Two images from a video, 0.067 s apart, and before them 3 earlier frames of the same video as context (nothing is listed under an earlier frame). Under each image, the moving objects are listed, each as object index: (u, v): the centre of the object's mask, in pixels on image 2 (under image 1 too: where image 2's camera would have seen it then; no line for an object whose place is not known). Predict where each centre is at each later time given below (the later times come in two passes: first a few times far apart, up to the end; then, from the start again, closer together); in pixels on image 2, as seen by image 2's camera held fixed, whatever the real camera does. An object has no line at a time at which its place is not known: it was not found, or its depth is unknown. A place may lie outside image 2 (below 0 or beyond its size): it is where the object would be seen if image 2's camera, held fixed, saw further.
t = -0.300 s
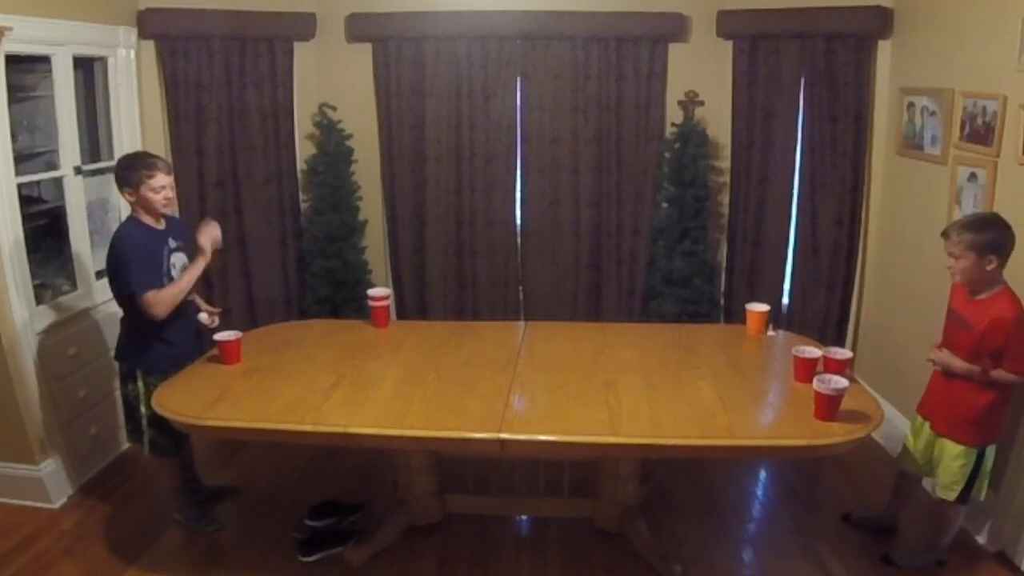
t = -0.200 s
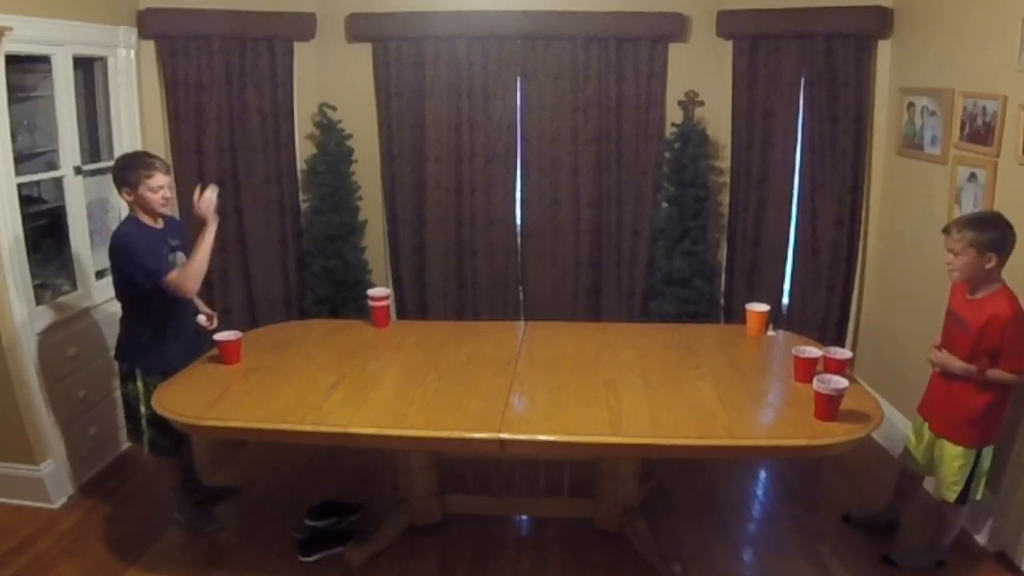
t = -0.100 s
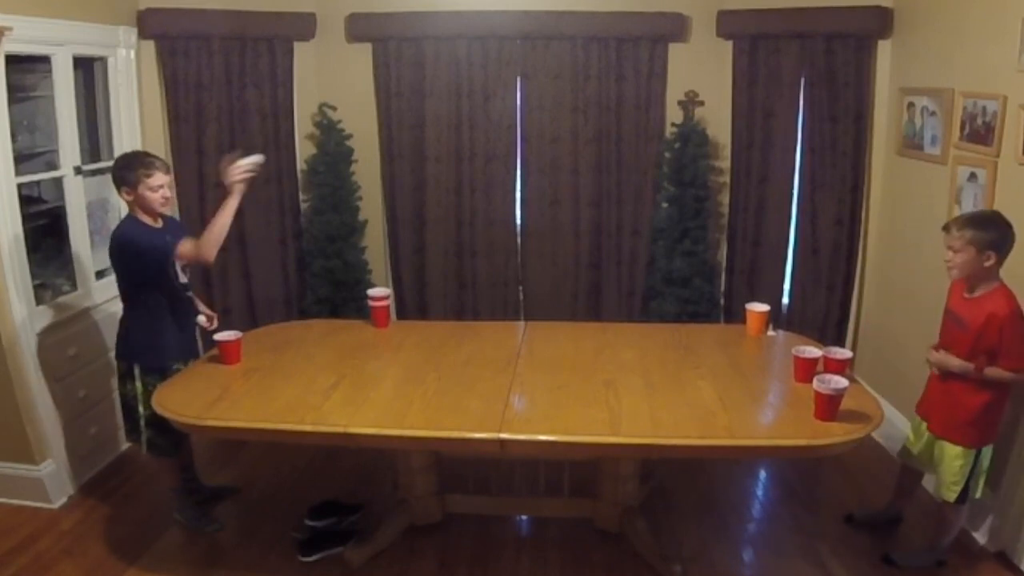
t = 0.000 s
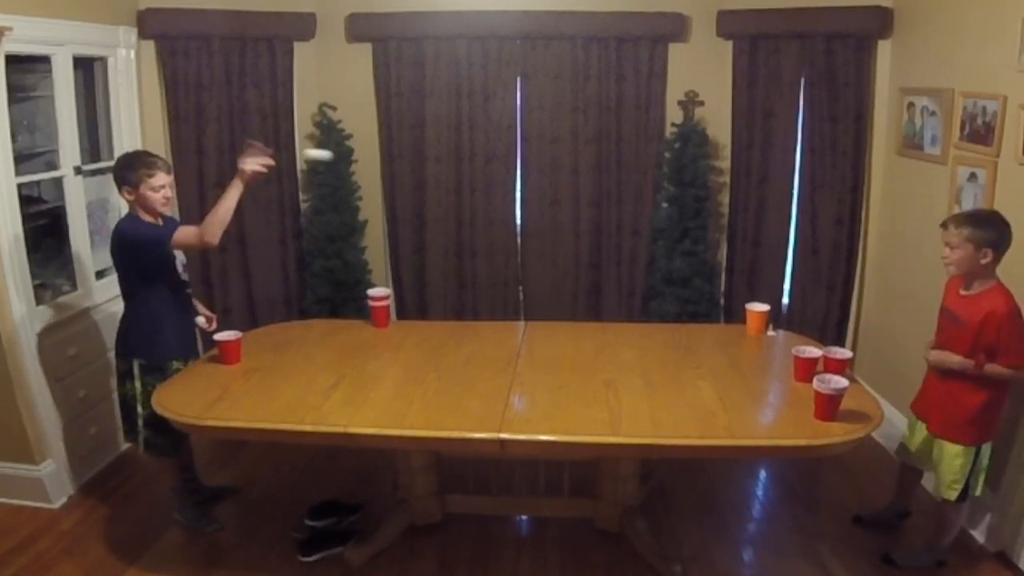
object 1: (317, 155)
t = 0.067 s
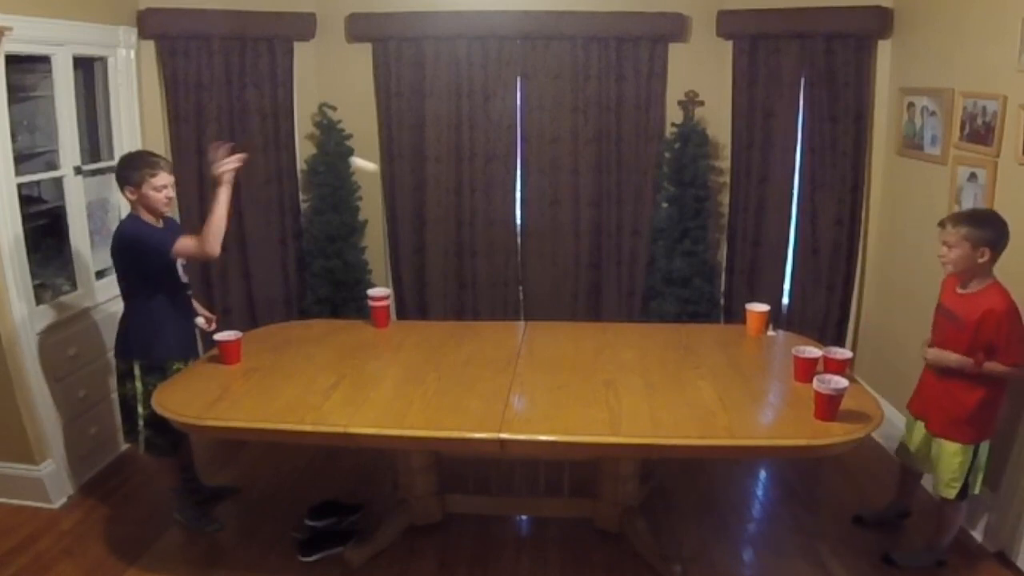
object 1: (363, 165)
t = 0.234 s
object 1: (473, 245)
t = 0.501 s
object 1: (594, 291)
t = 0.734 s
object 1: (664, 254)
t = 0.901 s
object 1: (707, 315)
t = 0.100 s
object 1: (387, 175)
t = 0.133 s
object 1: (408, 188)
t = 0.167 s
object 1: (430, 204)
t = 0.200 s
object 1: (452, 224)
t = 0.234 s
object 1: (473, 245)
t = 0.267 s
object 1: (494, 270)
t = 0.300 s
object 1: (513, 296)
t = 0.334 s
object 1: (532, 322)
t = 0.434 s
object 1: (575, 327)
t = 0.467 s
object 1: (584, 308)
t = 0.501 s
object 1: (594, 291)
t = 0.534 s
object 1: (604, 277)
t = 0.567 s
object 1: (615, 266)
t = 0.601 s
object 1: (625, 257)
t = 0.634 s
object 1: (635, 252)
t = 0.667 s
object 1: (644, 250)
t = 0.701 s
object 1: (654, 251)
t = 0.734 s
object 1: (664, 254)
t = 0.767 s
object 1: (674, 261)
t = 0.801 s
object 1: (683, 271)
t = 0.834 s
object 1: (692, 284)
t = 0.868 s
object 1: (700, 299)
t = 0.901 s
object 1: (707, 315)
